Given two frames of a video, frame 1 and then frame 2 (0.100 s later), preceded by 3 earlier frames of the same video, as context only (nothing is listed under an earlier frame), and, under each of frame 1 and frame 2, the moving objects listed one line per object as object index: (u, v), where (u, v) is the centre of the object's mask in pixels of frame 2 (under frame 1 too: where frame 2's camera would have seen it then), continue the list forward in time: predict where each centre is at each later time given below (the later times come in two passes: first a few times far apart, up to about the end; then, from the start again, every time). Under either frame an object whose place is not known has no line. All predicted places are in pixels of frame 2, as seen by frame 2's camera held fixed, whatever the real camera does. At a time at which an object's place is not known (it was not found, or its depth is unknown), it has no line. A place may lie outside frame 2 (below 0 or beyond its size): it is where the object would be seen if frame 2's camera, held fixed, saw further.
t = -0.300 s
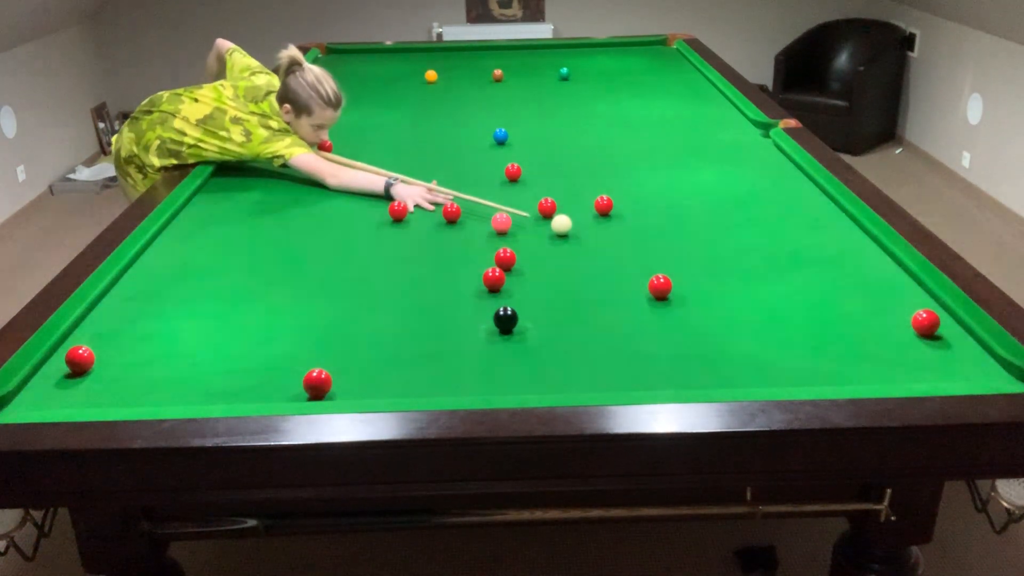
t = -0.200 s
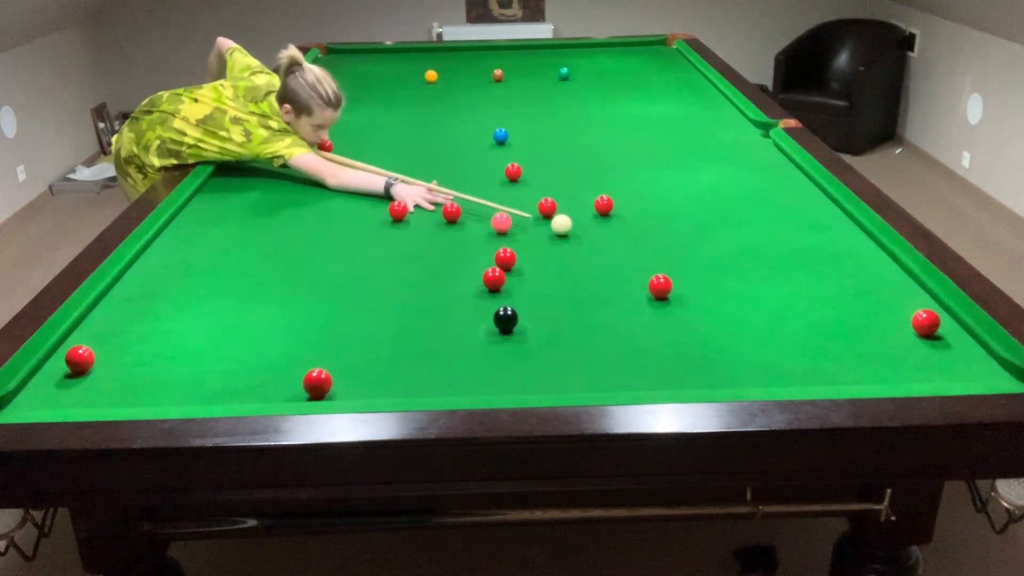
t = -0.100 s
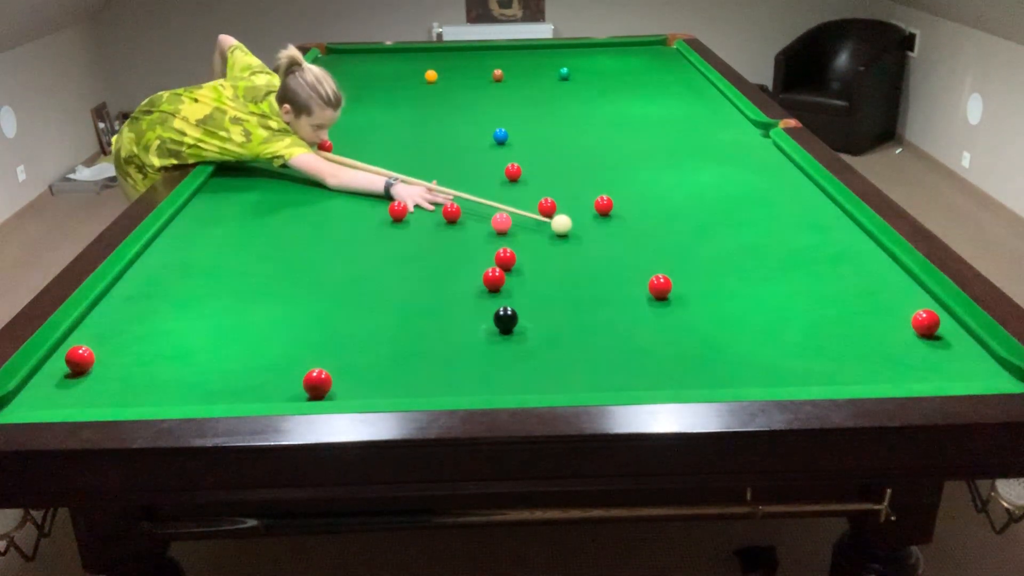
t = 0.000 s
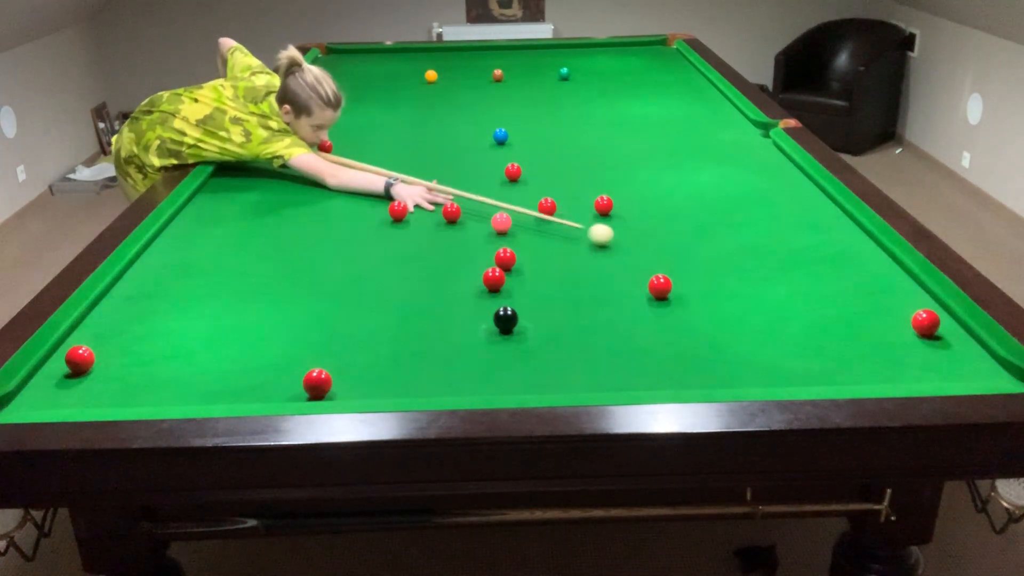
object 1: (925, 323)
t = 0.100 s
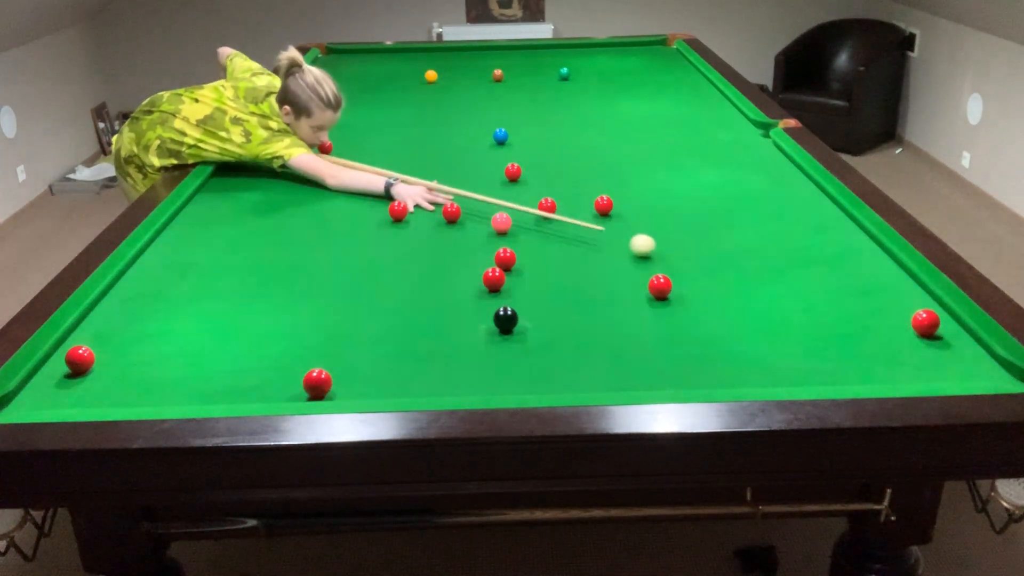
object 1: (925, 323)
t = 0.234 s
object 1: (925, 323)
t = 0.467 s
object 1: (925, 322)
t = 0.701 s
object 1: (925, 322)
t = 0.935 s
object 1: (962, 348)
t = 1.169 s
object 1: (1000, 372)
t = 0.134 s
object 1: (925, 323)
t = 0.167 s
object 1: (925, 323)
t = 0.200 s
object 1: (925, 323)
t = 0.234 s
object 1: (925, 323)
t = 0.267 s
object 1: (925, 323)
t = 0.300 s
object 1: (925, 323)
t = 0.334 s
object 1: (925, 323)
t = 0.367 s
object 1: (925, 323)
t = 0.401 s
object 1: (925, 322)
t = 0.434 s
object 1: (925, 322)
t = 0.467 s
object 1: (925, 322)
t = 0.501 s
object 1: (925, 322)
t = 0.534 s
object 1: (925, 322)
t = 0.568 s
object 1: (925, 322)
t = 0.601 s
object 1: (925, 322)
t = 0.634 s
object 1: (925, 323)
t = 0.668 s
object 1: (925, 322)
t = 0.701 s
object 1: (925, 322)
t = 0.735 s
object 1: (927, 323)
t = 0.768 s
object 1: (934, 329)
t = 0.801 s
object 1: (940, 333)
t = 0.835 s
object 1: (946, 337)
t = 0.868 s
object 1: (951, 340)
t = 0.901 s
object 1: (957, 344)
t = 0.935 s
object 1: (962, 348)
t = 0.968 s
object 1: (967, 351)
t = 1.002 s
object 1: (973, 355)
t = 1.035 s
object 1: (978, 359)
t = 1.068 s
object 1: (984, 362)
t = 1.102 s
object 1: (989, 367)
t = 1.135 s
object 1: (995, 369)
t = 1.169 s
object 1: (1000, 372)
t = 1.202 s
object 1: (1006, 375)
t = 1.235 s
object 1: (1011, 377)
